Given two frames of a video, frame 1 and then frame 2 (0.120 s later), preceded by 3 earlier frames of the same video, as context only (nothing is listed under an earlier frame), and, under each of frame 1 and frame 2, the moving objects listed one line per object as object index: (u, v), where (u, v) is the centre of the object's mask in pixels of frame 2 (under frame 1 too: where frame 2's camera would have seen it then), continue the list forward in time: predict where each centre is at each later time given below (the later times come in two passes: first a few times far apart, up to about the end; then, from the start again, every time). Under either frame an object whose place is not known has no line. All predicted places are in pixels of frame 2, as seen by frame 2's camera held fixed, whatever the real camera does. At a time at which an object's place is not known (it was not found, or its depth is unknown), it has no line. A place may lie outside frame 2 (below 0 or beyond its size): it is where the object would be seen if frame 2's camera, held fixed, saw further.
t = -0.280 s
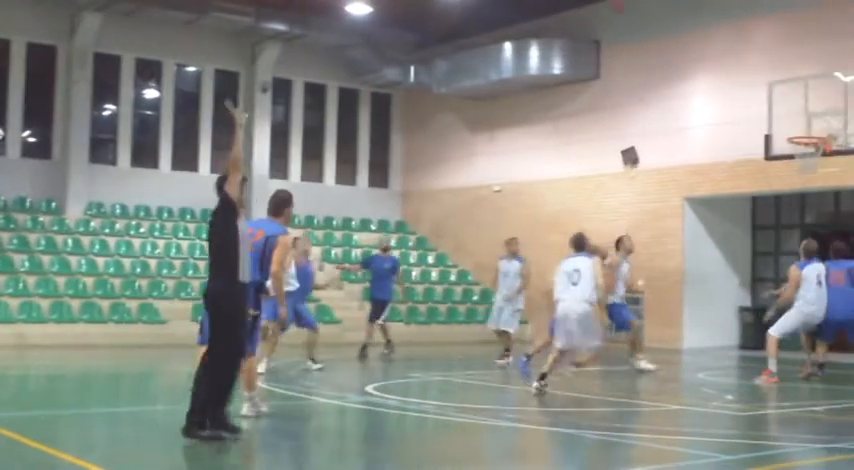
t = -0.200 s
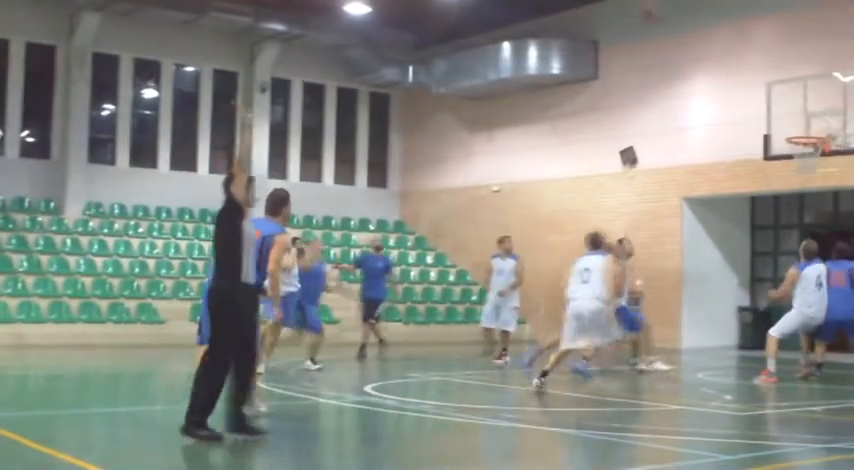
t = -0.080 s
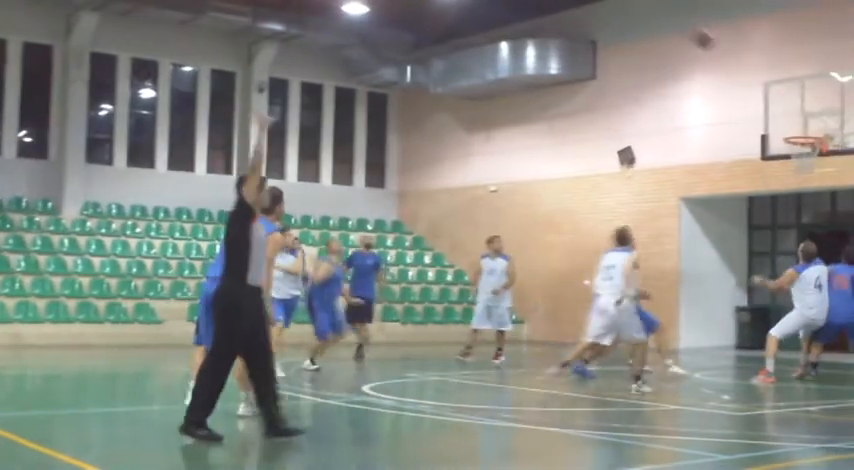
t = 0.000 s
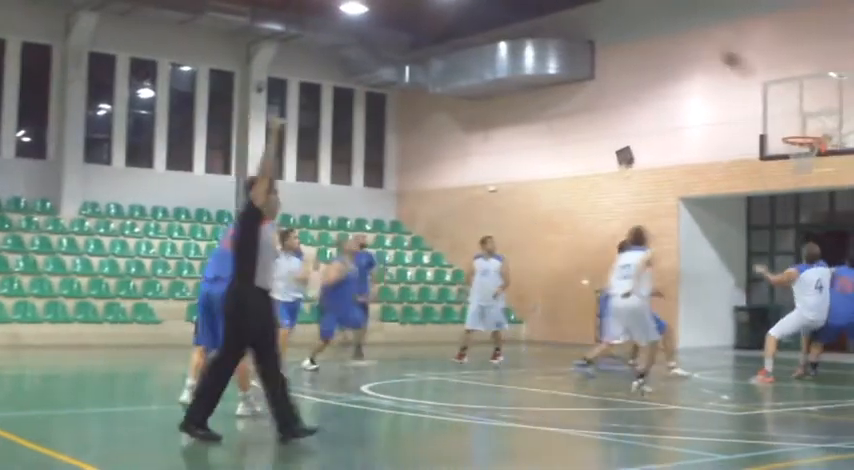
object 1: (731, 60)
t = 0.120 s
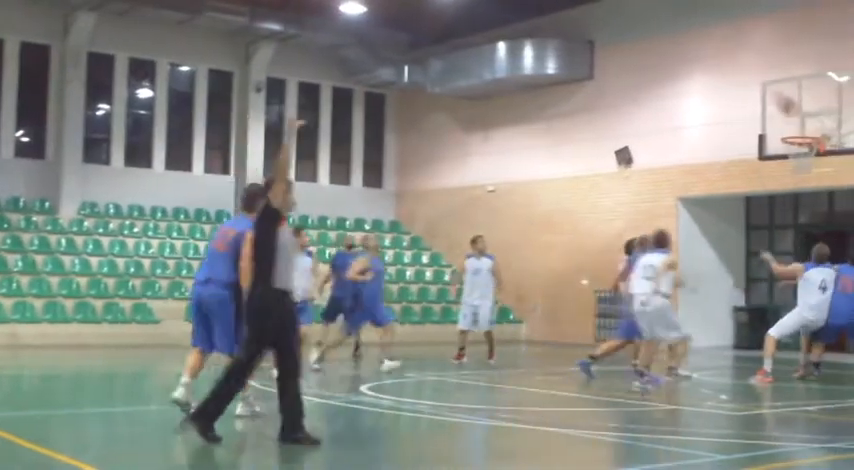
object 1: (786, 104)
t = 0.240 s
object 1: (806, 122)
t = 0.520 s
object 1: (761, 100)
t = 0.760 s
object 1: (717, 121)
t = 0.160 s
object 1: (801, 118)
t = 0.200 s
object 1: (810, 128)
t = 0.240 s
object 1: (806, 122)
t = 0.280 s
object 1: (802, 117)
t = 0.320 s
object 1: (798, 113)
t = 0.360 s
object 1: (792, 109)
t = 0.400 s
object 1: (785, 105)
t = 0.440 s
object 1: (778, 102)
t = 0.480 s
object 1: (768, 100)
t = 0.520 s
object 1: (761, 100)
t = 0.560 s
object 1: (754, 101)
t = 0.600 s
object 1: (747, 103)
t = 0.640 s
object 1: (739, 106)
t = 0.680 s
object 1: (732, 110)
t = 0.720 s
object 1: (723, 116)
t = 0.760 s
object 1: (717, 121)
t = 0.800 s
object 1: (710, 129)
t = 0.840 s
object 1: (702, 138)
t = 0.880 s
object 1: (696, 147)
